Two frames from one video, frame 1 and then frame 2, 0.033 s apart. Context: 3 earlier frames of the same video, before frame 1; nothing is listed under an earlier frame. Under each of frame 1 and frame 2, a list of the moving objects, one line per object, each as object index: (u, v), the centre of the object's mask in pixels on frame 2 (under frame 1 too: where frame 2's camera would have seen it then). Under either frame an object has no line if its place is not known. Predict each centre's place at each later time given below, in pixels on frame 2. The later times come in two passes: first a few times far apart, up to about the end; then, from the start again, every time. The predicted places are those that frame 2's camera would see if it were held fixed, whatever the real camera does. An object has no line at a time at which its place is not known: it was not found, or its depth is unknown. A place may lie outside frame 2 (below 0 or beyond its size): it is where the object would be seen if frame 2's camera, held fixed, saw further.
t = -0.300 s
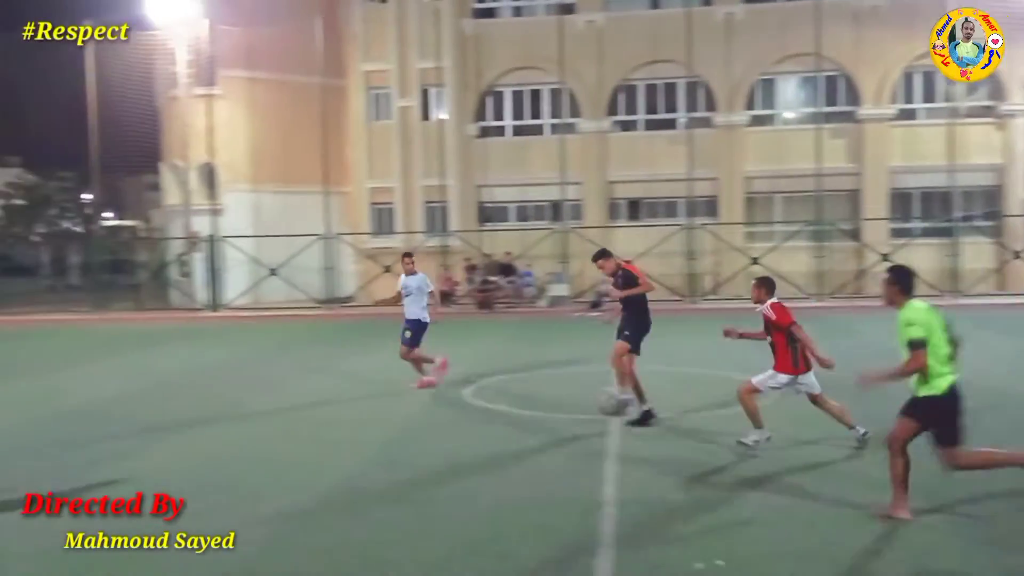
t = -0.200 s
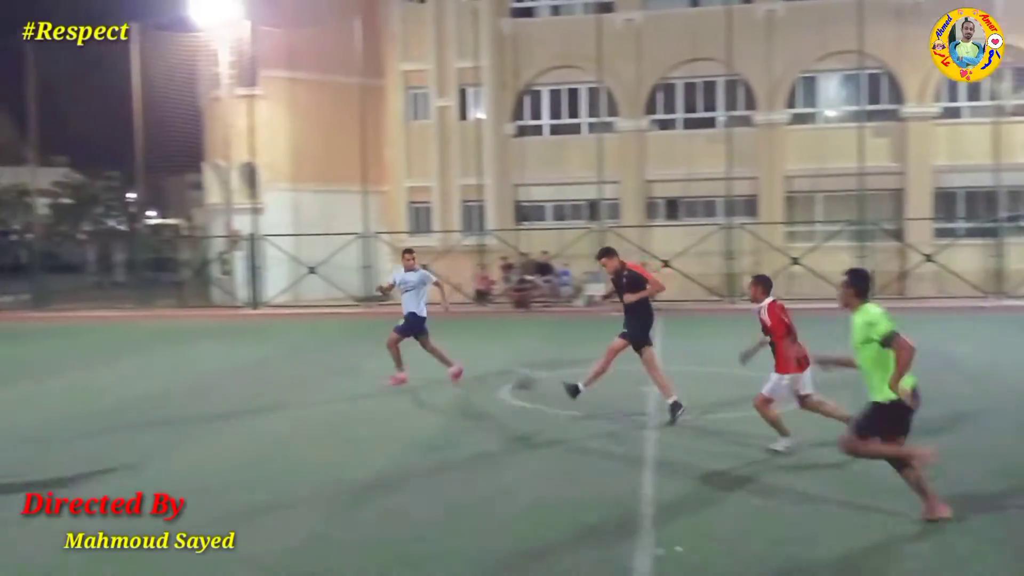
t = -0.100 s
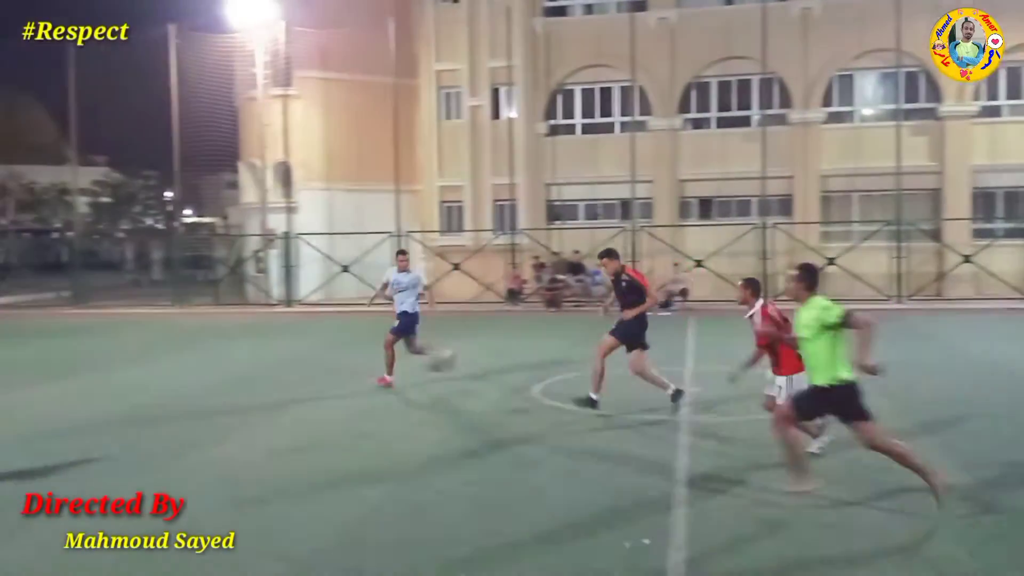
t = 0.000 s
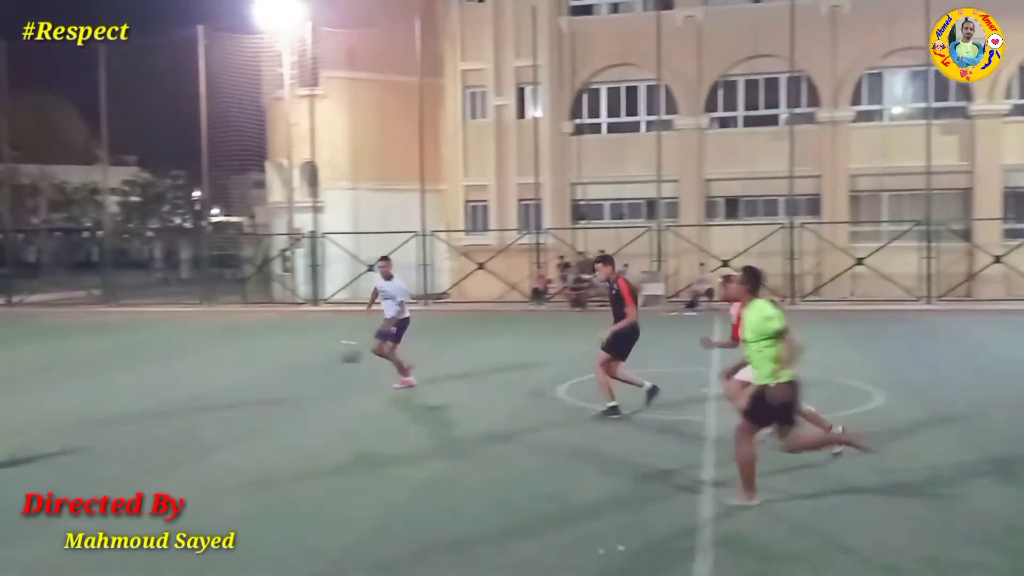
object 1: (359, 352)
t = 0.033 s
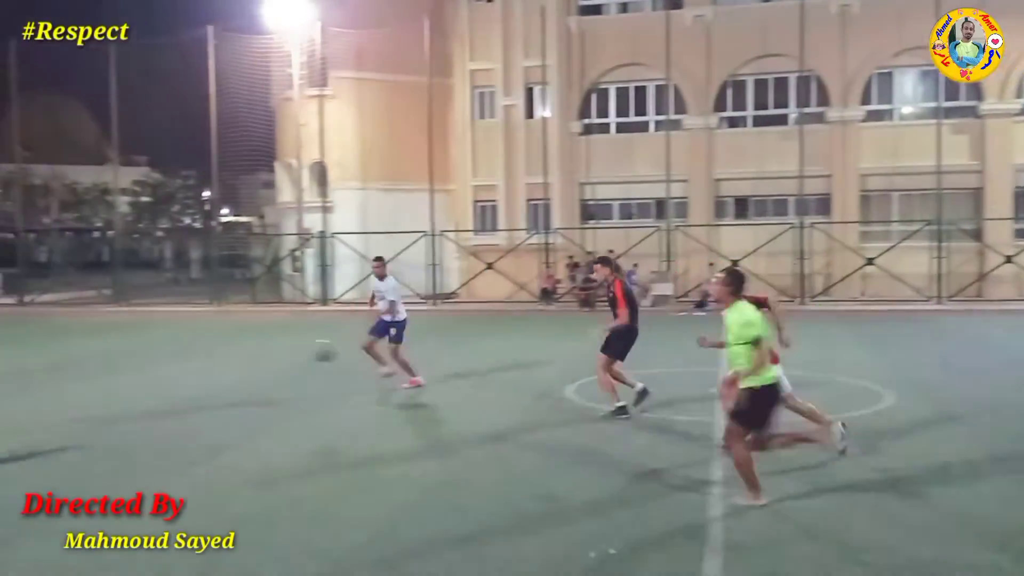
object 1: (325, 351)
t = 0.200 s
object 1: (156, 360)
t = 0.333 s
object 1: (30, 383)
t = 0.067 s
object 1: (290, 349)
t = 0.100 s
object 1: (255, 351)
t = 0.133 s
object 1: (222, 353)
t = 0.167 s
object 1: (188, 356)
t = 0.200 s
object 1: (156, 360)
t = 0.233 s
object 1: (123, 364)
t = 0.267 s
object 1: (92, 370)
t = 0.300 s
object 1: (60, 376)
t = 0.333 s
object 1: (30, 383)
